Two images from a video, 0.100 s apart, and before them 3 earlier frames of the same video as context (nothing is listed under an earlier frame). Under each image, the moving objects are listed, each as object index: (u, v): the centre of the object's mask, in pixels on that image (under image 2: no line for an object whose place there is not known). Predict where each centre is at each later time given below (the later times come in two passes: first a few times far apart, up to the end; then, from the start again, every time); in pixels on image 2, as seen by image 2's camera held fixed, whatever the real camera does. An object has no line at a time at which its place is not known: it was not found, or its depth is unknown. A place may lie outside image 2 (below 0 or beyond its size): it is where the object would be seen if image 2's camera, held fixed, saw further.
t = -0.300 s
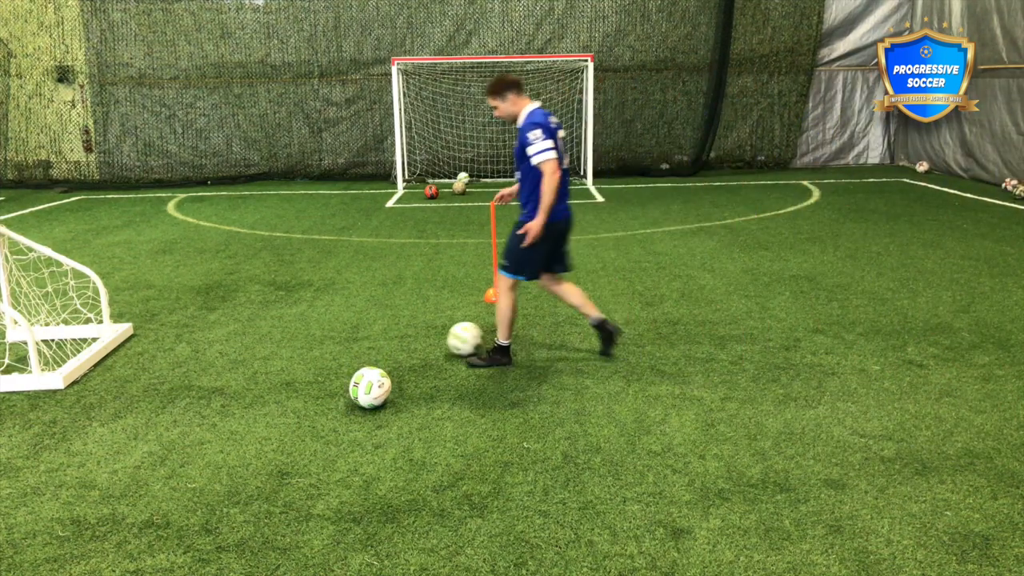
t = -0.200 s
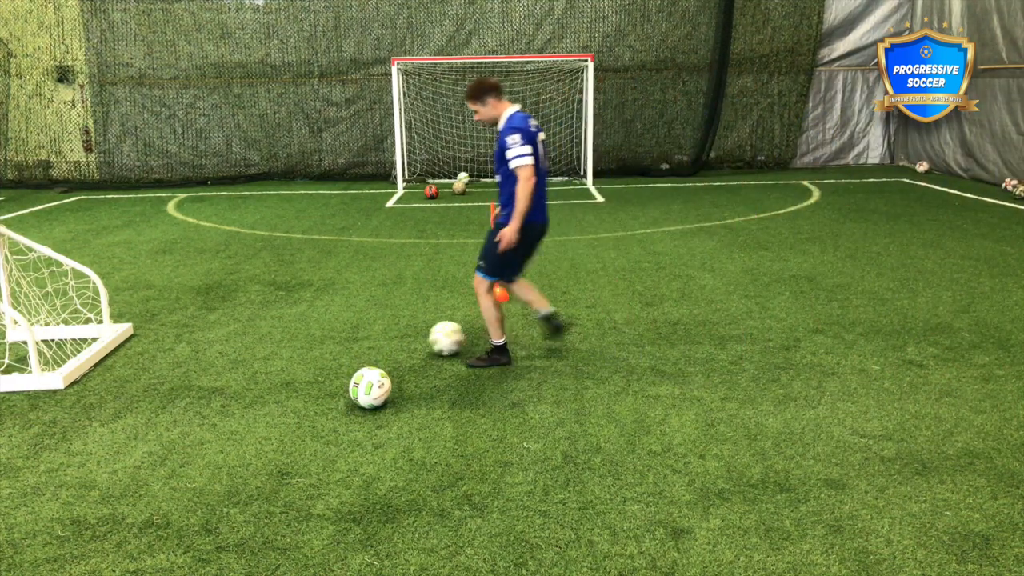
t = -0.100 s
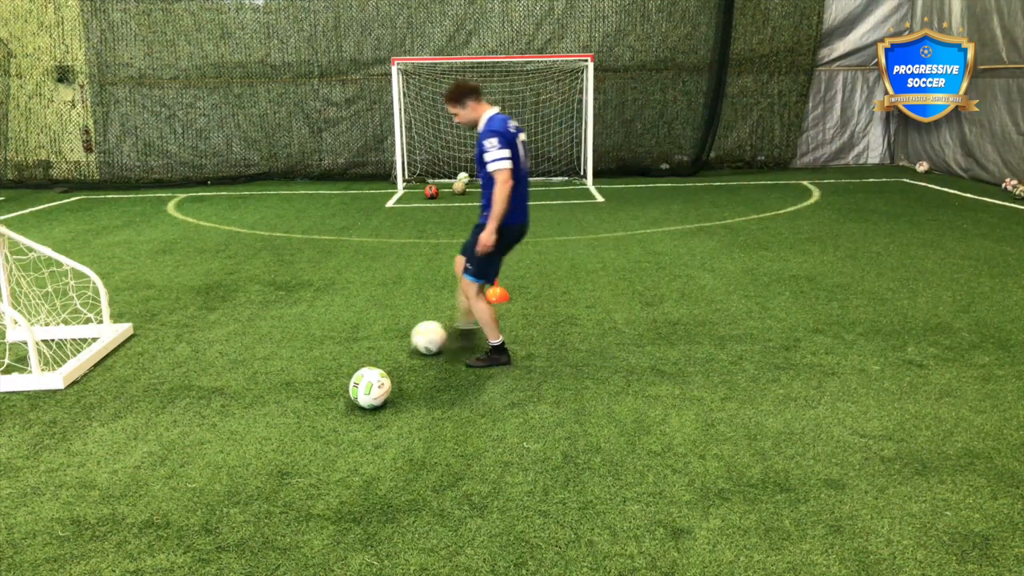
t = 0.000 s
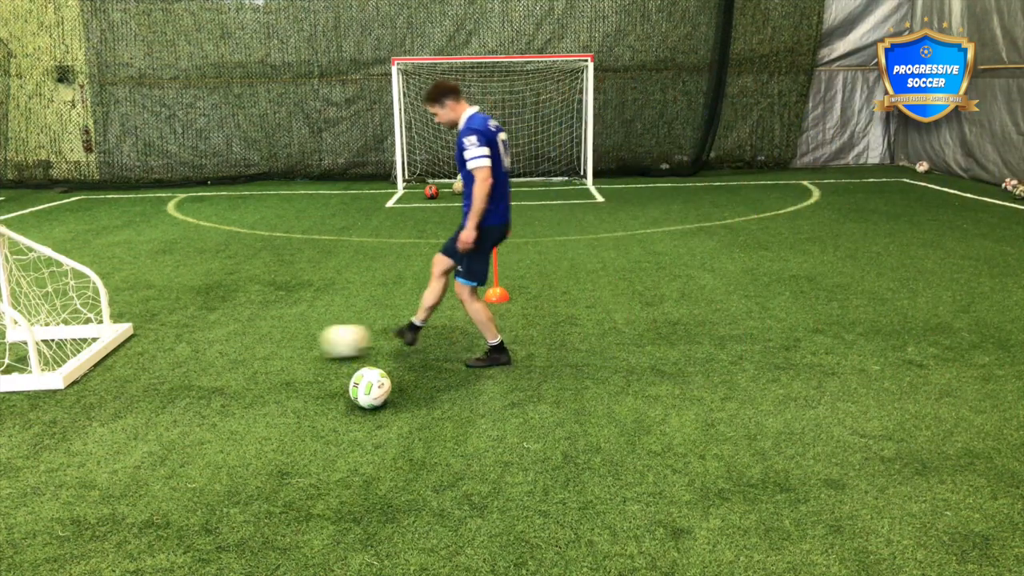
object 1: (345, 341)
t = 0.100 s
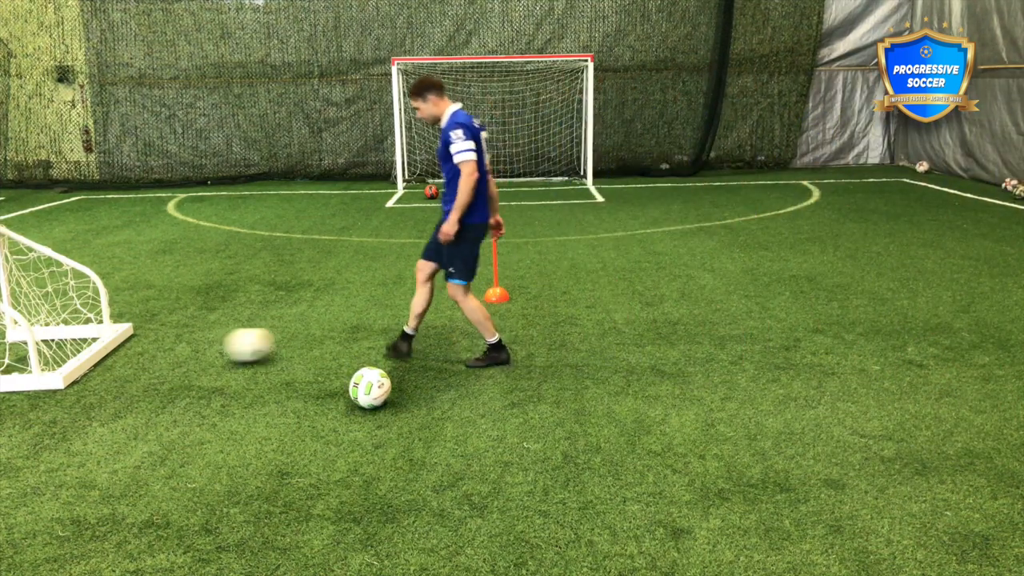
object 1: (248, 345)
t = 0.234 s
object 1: (137, 349)
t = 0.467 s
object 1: (129, 258)
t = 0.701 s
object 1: (175, 219)
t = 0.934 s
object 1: (229, 265)
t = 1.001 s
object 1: (246, 293)
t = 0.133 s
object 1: (219, 346)
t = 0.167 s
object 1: (191, 347)
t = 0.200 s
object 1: (163, 349)
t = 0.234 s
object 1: (137, 349)
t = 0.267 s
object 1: (112, 349)
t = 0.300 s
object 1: (101, 340)
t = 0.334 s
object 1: (107, 317)
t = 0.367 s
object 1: (112, 300)
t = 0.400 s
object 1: (119, 285)
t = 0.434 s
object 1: (123, 272)
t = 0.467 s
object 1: (129, 258)
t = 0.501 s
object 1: (135, 248)
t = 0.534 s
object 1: (141, 239)
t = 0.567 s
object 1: (148, 231)
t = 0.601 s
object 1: (154, 226)
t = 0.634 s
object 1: (161, 222)
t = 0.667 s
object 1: (168, 219)
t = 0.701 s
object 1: (175, 219)
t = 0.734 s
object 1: (182, 220)
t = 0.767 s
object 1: (189, 223)
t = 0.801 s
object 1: (197, 228)
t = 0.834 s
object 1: (205, 235)
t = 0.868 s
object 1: (214, 243)
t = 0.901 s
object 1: (221, 253)
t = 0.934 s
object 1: (229, 265)
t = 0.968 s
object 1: (238, 278)
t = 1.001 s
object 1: (246, 293)
